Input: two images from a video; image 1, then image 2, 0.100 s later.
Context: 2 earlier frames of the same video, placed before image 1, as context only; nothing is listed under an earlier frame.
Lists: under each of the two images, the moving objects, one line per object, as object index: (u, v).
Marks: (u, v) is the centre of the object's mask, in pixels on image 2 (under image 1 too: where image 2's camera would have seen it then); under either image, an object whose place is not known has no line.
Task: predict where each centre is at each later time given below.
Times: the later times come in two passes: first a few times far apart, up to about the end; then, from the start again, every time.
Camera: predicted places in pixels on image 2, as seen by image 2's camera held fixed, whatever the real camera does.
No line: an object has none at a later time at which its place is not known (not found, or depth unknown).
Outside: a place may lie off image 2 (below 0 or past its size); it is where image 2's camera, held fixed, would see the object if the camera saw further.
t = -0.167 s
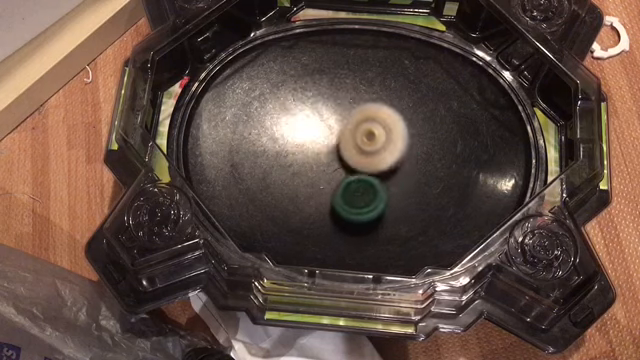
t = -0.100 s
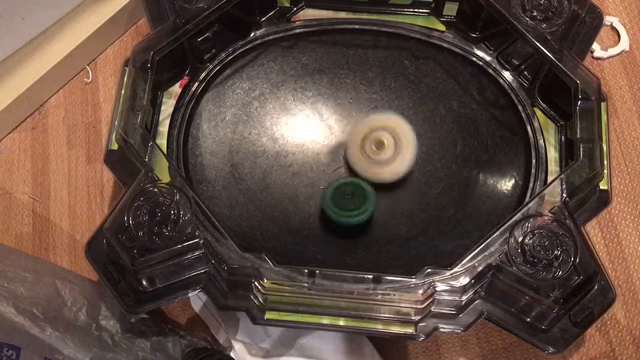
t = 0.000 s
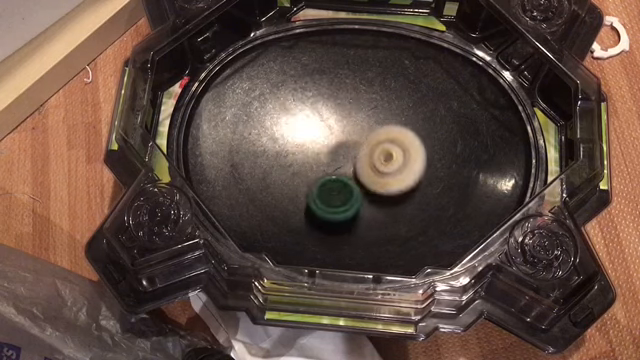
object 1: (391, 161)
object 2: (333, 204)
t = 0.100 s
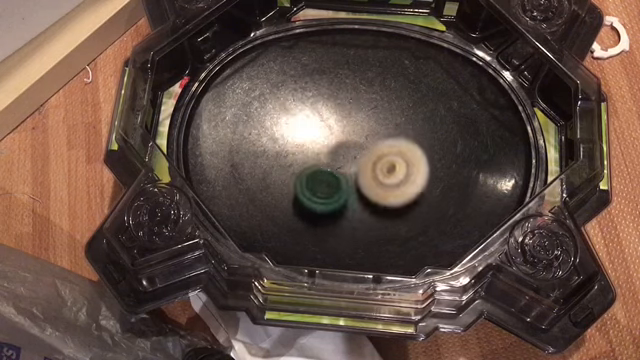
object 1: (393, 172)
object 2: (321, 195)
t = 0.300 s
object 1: (386, 185)
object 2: (306, 164)
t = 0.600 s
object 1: (356, 171)
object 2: (315, 120)
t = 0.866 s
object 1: (337, 153)
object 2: (343, 76)
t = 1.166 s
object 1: (302, 151)
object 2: (435, 92)
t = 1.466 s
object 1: (278, 166)
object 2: (470, 159)
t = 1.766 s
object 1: (303, 167)
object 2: (373, 215)
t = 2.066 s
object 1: (326, 88)
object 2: (310, 226)
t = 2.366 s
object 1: (326, 82)
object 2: (314, 134)
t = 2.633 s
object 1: (350, 83)
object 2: (315, 155)
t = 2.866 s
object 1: (332, 85)
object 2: (311, 159)
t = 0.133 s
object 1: (392, 176)
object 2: (316, 191)
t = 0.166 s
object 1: (392, 178)
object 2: (313, 185)
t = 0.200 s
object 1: (390, 180)
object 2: (311, 180)
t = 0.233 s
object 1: (390, 182)
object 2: (309, 176)
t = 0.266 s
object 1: (387, 183)
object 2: (307, 170)
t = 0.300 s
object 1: (386, 185)
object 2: (306, 164)
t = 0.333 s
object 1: (384, 185)
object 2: (305, 159)
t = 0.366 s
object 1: (381, 186)
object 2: (304, 154)
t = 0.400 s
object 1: (379, 186)
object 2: (305, 148)
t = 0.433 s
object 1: (375, 184)
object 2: (305, 142)
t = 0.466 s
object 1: (373, 185)
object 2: (306, 137)
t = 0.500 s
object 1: (368, 181)
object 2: (308, 133)
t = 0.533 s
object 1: (364, 179)
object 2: (310, 128)
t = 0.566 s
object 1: (360, 174)
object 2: (313, 124)
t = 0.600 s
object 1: (356, 171)
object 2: (315, 120)
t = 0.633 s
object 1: (353, 167)
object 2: (318, 116)
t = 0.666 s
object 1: (348, 163)
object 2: (322, 111)
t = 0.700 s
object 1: (345, 165)
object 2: (326, 101)
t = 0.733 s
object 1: (341, 163)
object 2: (328, 90)
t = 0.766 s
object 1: (340, 162)
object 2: (330, 84)
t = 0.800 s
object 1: (339, 159)
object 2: (335, 79)
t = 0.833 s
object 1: (338, 156)
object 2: (339, 76)
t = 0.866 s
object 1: (337, 153)
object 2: (343, 76)
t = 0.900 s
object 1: (336, 148)
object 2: (349, 76)
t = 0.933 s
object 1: (335, 145)
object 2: (354, 77)
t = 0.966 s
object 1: (336, 142)
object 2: (360, 78)
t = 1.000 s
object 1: (338, 138)
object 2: (367, 80)
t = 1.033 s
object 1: (339, 137)
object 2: (372, 83)
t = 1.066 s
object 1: (341, 135)
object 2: (378, 88)
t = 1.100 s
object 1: (333, 137)
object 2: (392, 91)
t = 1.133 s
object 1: (316, 146)
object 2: (413, 89)
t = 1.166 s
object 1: (302, 151)
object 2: (435, 92)
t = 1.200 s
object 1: (291, 158)
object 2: (451, 95)
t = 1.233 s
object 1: (282, 160)
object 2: (463, 100)
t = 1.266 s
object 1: (279, 160)
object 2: (472, 107)
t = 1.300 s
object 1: (279, 161)
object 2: (476, 114)
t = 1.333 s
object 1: (279, 163)
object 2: (478, 122)
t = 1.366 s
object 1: (278, 165)
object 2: (478, 131)
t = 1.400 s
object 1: (276, 165)
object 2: (477, 141)
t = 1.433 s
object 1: (277, 165)
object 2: (475, 149)
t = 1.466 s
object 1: (278, 166)
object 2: (470, 159)
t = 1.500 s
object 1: (278, 166)
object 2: (463, 167)
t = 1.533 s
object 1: (280, 166)
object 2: (456, 175)
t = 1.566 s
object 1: (281, 166)
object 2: (447, 184)
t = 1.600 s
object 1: (283, 165)
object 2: (437, 191)
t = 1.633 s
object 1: (287, 165)
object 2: (427, 198)
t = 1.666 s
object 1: (291, 165)
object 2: (414, 205)
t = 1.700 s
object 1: (294, 164)
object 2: (401, 209)
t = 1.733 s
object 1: (299, 166)
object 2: (387, 211)
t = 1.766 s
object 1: (303, 167)
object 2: (373, 215)
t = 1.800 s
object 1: (308, 168)
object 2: (359, 212)
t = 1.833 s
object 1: (310, 163)
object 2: (348, 222)
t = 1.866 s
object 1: (311, 148)
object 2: (340, 234)
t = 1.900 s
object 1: (316, 134)
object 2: (335, 239)
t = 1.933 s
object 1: (317, 123)
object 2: (329, 241)
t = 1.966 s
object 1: (320, 112)
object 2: (323, 241)
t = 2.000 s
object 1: (322, 102)
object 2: (318, 236)
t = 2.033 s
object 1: (324, 94)
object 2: (313, 231)
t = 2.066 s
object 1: (326, 88)
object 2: (310, 226)
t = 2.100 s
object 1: (326, 85)
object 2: (305, 217)
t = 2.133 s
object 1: (326, 82)
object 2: (304, 206)
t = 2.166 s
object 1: (326, 81)
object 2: (303, 194)
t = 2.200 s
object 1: (327, 82)
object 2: (303, 182)
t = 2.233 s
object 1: (326, 84)
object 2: (304, 171)
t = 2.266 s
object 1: (324, 86)
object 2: (307, 158)
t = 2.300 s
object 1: (321, 87)
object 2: (312, 145)
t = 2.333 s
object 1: (321, 83)
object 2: (313, 136)
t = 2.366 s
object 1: (326, 82)
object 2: (314, 134)
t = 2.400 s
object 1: (333, 82)
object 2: (315, 135)
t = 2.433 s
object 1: (339, 83)
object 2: (316, 136)
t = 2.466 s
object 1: (343, 84)
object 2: (316, 140)
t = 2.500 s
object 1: (346, 85)
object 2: (315, 143)
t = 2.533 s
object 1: (348, 84)
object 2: (314, 146)
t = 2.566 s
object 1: (350, 83)
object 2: (315, 150)
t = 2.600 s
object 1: (350, 83)
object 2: (316, 152)
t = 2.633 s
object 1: (350, 83)
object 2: (315, 155)
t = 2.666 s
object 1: (348, 84)
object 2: (314, 157)
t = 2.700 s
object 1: (346, 86)
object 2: (312, 158)
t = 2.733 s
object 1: (343, 87)
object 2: (311, 159)
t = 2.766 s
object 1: (340, 87)
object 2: (311, 160)
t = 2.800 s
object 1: (337, 87)
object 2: (311, 160)
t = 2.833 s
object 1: (334, 86)
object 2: (311, 160)
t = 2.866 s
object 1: (332, 85)
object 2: (311, 159)
